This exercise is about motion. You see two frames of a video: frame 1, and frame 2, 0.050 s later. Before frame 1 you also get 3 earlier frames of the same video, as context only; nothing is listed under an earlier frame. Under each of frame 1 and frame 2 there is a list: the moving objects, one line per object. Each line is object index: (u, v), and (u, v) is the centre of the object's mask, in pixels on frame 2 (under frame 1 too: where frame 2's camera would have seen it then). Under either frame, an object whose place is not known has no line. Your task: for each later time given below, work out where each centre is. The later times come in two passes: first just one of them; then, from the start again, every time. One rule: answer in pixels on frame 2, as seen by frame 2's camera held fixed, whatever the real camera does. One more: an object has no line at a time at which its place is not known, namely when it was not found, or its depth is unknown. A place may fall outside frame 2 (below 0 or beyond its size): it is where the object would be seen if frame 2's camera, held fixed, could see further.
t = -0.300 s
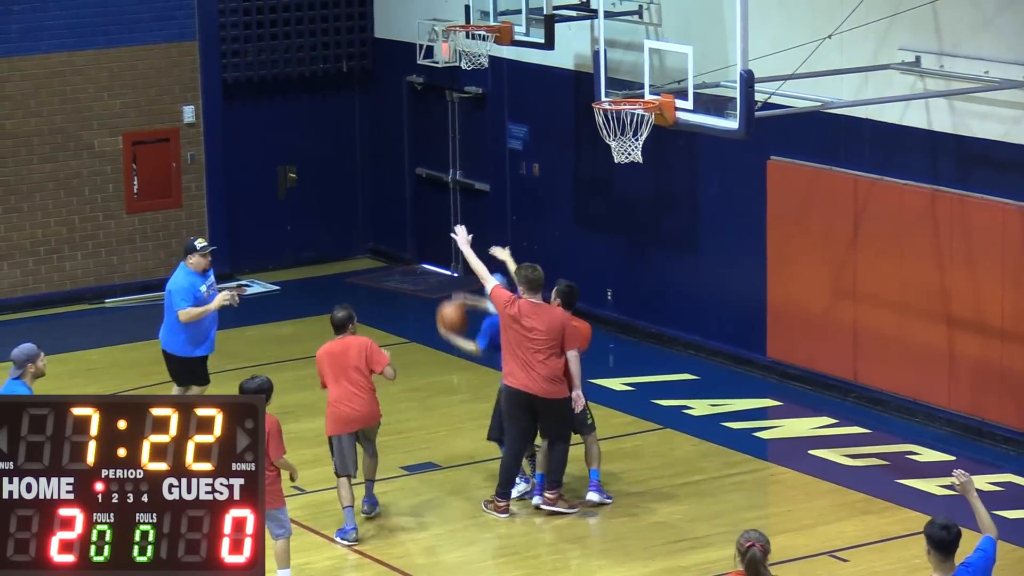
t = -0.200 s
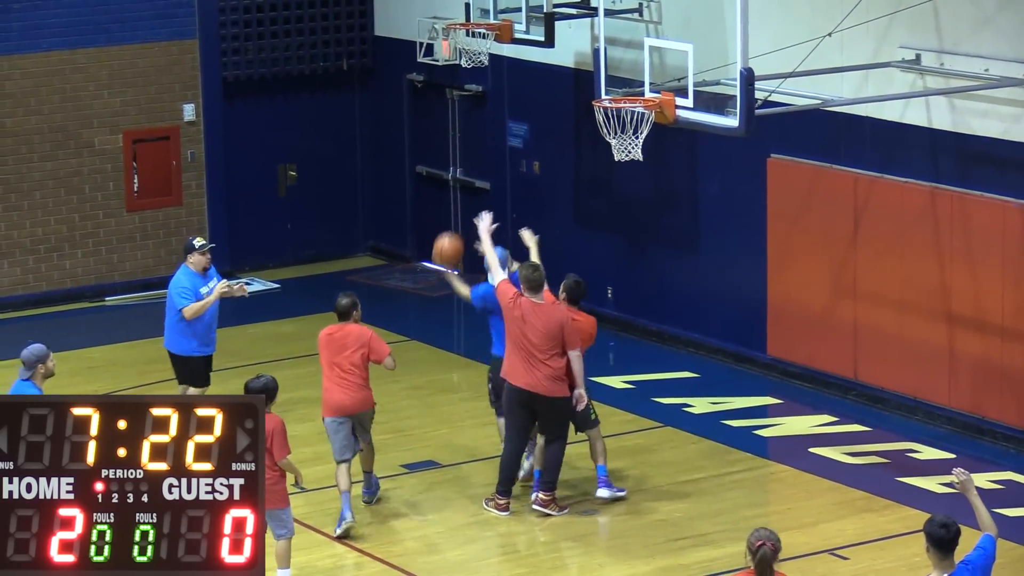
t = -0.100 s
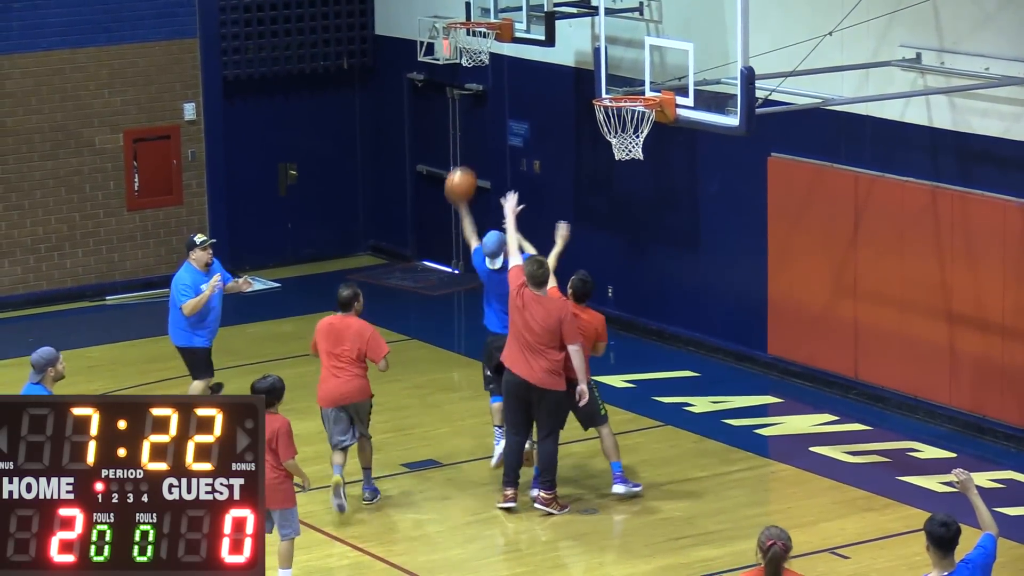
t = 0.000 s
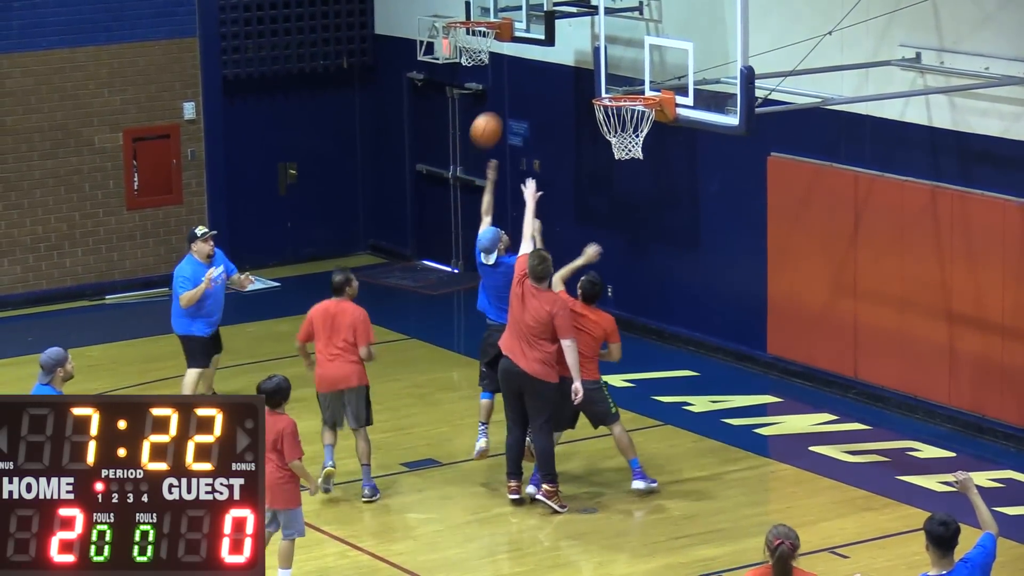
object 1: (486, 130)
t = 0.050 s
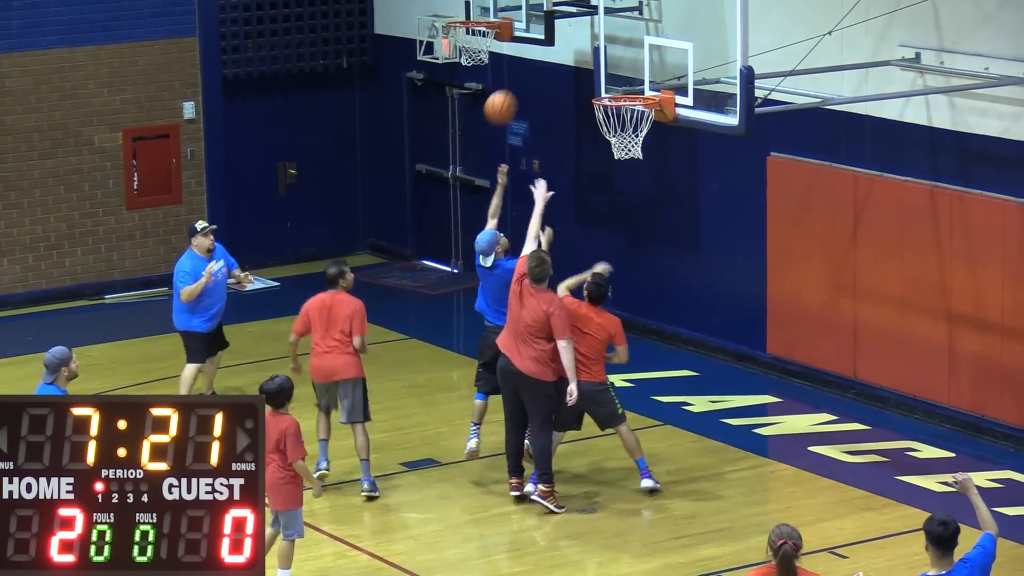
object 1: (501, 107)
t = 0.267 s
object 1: (566, 45)
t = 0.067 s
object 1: (506, 101)
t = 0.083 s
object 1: (510, 94)
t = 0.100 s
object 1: (515, 88)
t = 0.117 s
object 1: (520, 82)
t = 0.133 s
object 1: (525, 77)
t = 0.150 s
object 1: (530, 73)
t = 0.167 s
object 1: (534, 68)
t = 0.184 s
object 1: (540, 63)
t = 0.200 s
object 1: (545, 59)
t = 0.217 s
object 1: (550, 55)
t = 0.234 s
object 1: (555, 52)
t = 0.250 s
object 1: (560, 48)
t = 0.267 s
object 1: (566, 45)
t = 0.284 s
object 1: (571, 43)
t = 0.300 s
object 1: (576, 41)
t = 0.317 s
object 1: (581, 40)
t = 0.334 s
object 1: (585, 38)
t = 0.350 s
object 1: (591, 37)
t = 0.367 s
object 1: (596, 37)
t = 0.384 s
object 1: (601, 37)
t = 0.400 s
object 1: (606, 37)
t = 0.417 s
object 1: (612, 38)
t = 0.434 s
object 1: (617, 39)
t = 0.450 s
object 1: (622, 40)
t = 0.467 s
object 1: (627, 42)
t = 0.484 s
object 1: (631, 43)
